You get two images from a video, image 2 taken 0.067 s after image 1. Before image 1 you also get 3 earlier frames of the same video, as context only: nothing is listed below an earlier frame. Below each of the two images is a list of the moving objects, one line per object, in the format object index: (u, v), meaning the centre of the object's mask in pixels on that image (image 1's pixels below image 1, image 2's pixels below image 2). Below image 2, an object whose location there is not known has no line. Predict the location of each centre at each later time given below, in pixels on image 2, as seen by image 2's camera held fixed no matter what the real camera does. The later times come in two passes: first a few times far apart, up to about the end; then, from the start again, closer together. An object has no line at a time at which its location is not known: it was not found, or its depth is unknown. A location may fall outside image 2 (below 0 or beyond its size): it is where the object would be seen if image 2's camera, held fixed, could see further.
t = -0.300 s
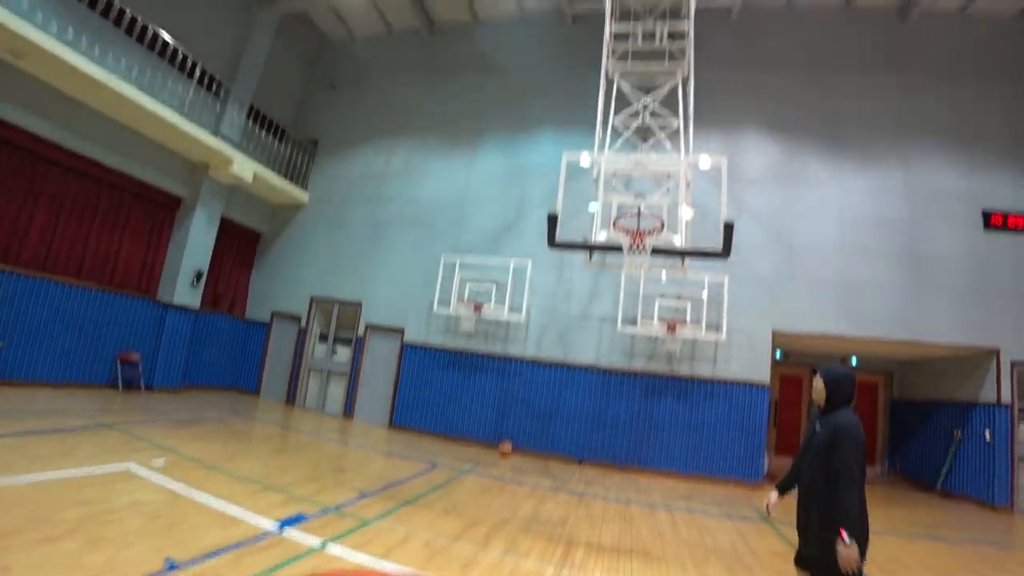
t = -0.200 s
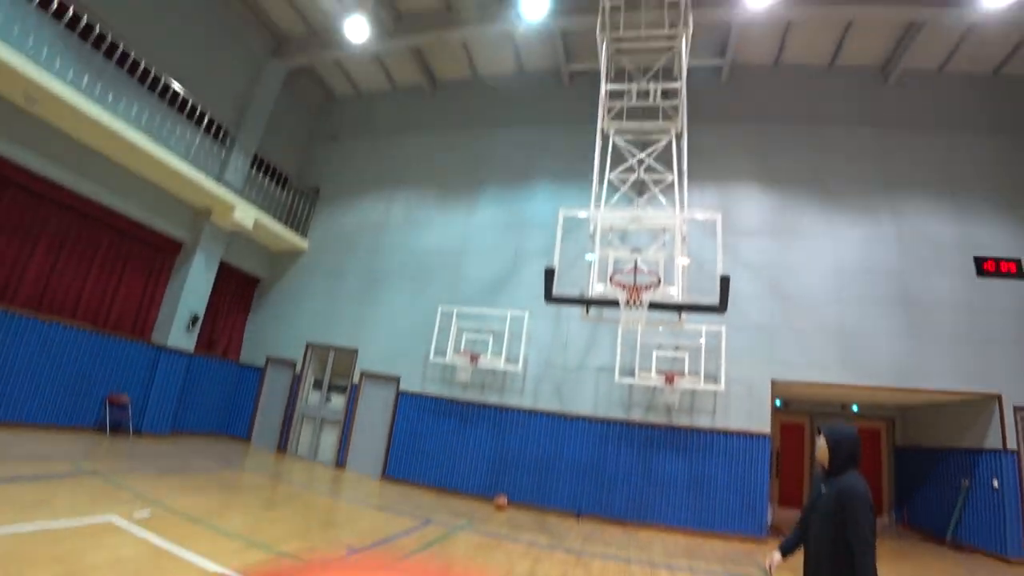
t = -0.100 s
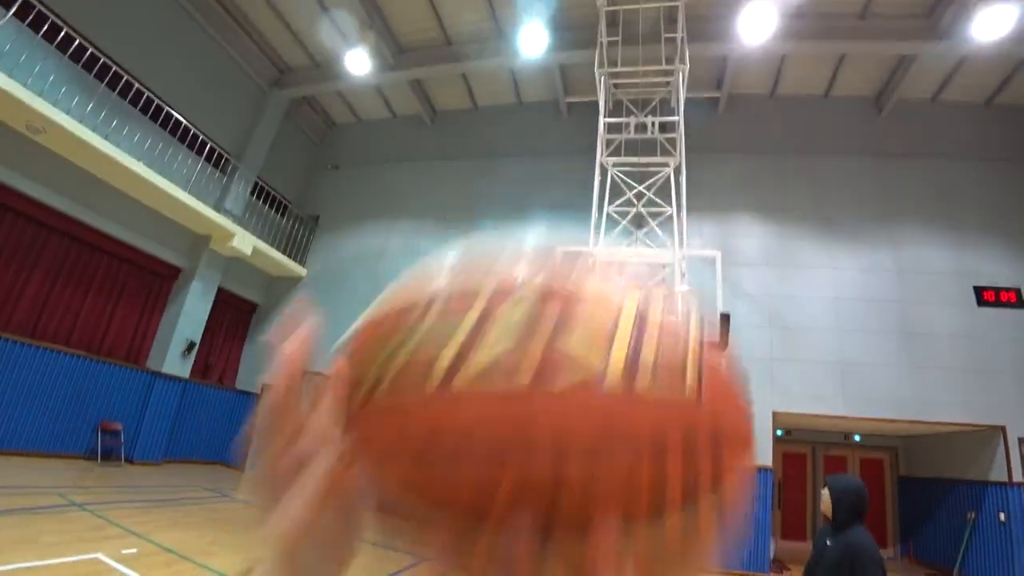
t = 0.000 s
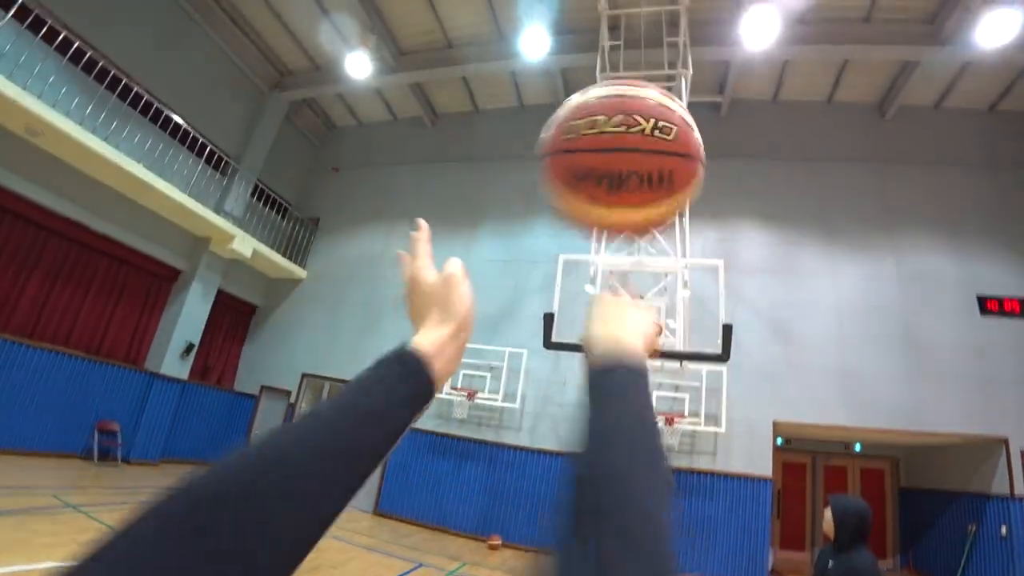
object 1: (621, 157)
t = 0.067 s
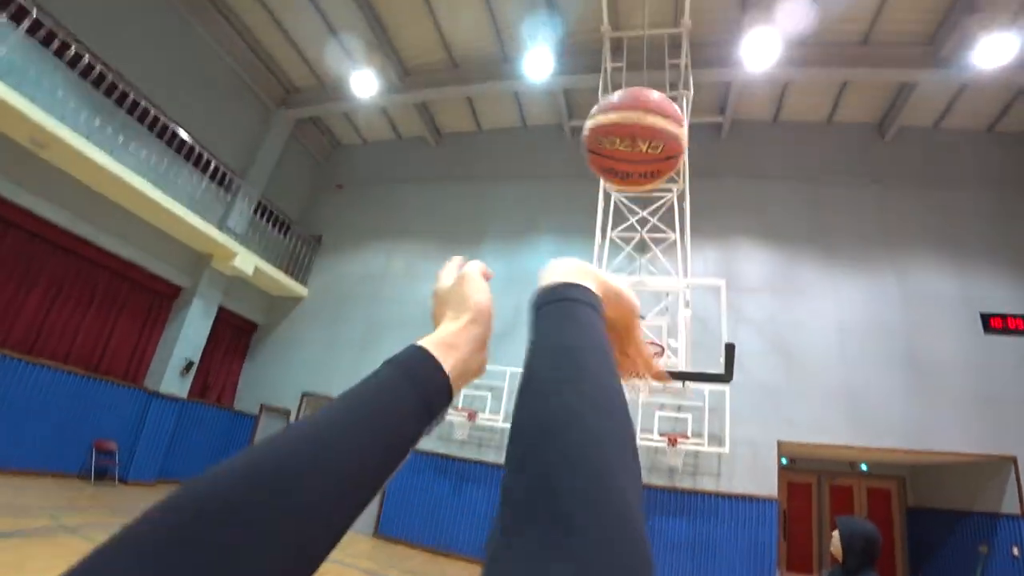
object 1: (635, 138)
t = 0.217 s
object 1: (644, 125)
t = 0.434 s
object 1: (653, 166)
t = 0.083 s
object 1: (636, 135)
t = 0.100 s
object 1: (641, 133)
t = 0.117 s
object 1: (641, 131)
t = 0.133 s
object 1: (641, 126)
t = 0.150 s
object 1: (641, 125)
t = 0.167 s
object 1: (642, 124)
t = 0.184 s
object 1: (643, 124)
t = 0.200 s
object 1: (644, 124)
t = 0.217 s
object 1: (644, 125)
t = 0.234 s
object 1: (645, 126)
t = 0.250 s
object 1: (645, 128)
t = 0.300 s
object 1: (648, 136)
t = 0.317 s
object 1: (648, 139)
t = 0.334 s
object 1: (649, 143)
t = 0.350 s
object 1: (649, 147)
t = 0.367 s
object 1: (650, 150)
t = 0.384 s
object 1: (651, 154)
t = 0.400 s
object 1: (651, 158)
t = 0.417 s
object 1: (652, 162)
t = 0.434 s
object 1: (653, 166)
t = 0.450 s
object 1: (653, 171)
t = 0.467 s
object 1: (654, 175)
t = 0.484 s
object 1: (654, 180)
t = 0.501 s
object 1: (655, 185)
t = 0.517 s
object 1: (657, 190)
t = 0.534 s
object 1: (656, 195)
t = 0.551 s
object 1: (656, 200)
